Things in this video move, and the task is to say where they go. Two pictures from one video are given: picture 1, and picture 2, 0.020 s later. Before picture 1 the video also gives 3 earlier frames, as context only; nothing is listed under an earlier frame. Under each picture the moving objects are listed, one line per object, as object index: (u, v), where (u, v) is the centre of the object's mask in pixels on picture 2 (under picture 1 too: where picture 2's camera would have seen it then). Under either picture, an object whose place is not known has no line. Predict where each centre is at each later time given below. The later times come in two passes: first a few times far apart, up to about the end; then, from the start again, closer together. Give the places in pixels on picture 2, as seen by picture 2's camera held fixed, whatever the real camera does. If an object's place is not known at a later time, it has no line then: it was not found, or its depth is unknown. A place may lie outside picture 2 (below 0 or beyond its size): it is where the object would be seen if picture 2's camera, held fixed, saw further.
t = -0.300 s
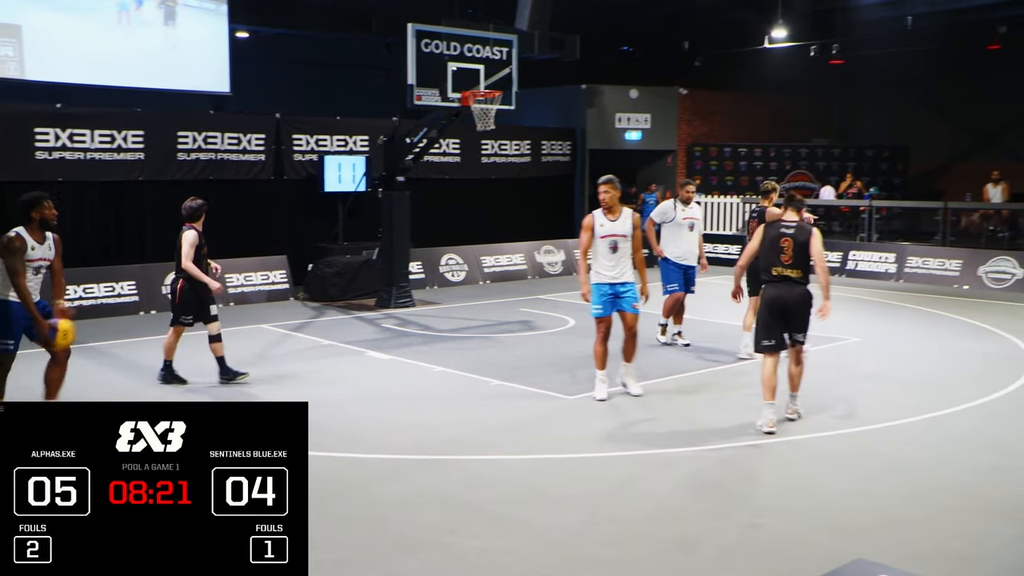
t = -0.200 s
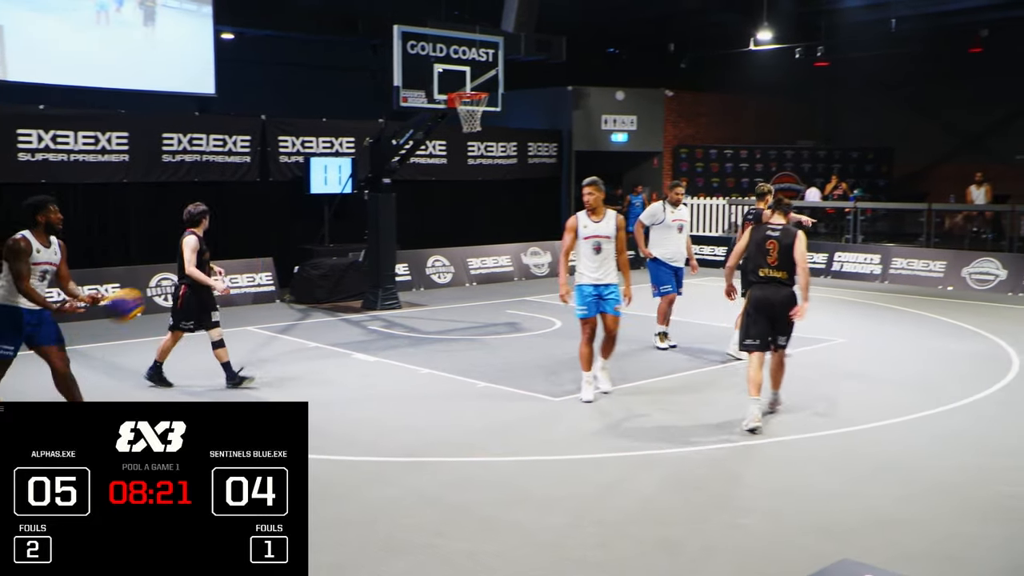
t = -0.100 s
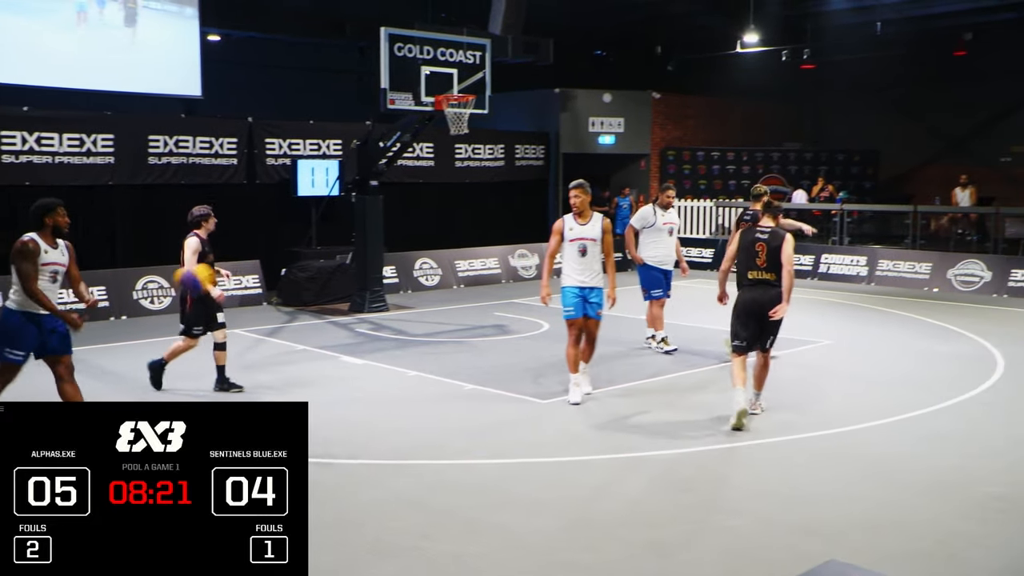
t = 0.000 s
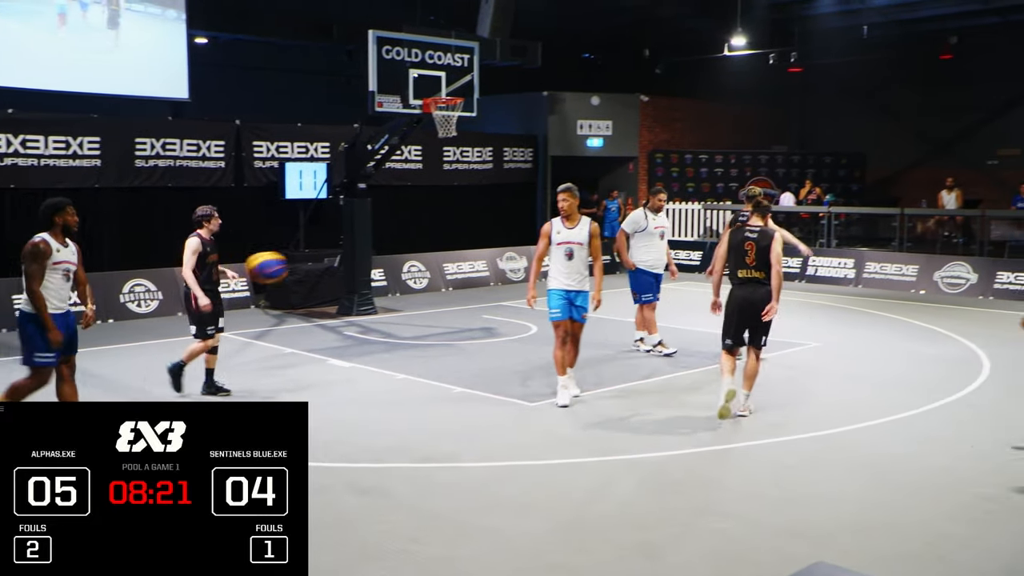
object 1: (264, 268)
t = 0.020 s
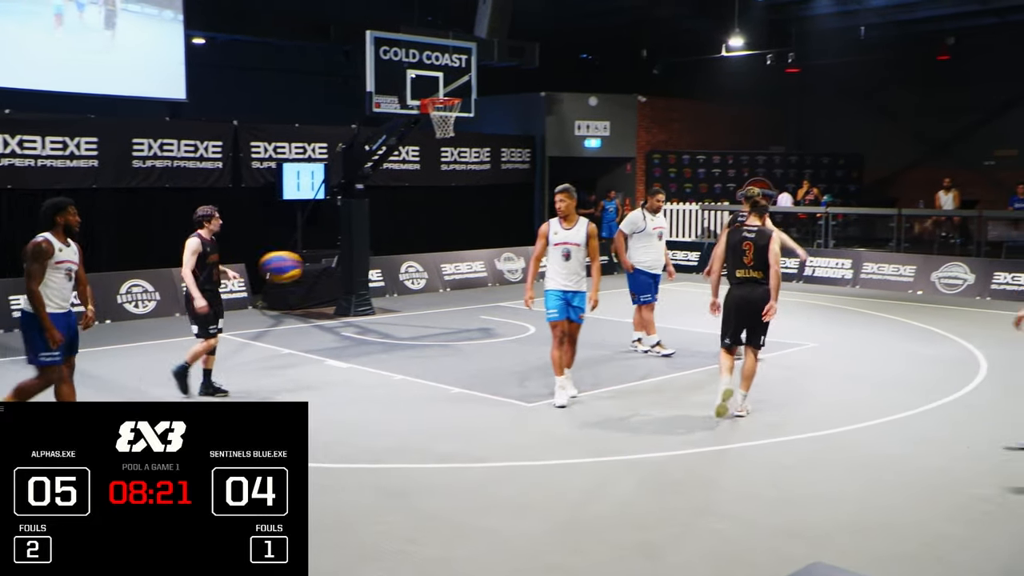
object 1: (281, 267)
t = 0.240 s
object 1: (461, 285)
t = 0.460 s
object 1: (629, 365)
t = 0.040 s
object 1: (297, 266)
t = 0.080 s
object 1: (330, 265)
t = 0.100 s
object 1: (346, 266)
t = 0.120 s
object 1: (362, 265)
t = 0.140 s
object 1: (380, 268)
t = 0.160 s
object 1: (394, 270)
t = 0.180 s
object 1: (411, 272)
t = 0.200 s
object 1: (429, 277)
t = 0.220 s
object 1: (444, 280)
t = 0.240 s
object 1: (461, 285)
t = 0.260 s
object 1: (475, 289)
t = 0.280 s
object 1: (491, 294)
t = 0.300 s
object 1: (508, 300)
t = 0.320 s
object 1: (521, 306)
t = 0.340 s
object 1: (540, 314)
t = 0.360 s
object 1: (555, 321)
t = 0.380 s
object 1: (567, 327)
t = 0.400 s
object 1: (582, 336)
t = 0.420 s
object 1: (598, 345)
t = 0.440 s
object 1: (613, 354)
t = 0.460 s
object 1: (629, 365)
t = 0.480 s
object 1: (642, 375)
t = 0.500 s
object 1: (659, 386)
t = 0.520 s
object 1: (672, 396)
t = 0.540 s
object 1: (685, 406)
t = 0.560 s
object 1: (701, 418)
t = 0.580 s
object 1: (714, 430)
